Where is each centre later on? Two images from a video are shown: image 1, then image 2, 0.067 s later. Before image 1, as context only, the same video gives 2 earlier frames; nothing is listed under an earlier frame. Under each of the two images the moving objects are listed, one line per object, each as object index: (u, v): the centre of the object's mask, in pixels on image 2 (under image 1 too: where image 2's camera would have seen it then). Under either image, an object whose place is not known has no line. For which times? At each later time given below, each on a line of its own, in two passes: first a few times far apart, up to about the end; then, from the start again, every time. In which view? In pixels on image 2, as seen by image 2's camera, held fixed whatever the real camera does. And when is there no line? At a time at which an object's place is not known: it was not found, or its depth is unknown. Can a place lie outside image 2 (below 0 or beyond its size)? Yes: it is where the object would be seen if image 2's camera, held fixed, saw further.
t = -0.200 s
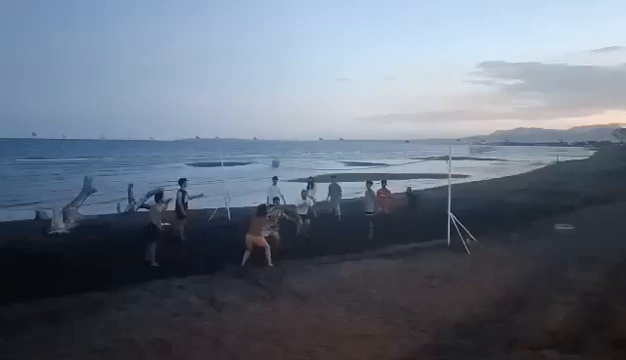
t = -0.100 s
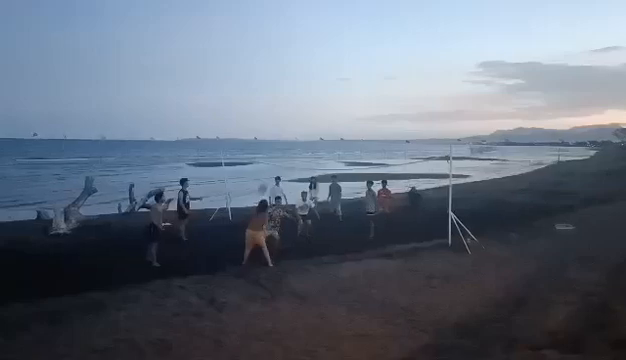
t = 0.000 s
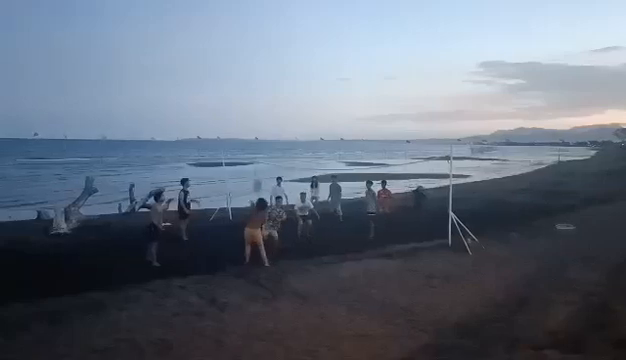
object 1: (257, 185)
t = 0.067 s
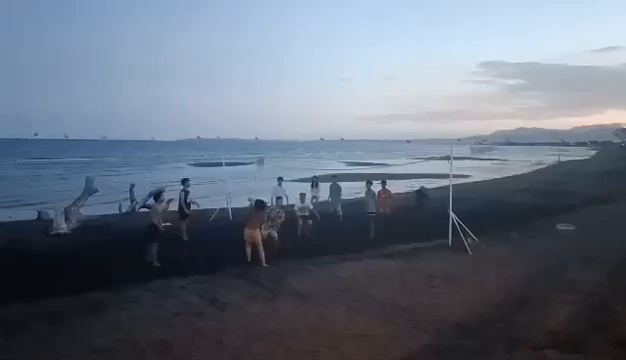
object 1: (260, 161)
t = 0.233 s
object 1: (268, 110)
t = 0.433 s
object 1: (279, 65)
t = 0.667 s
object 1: (291, 37)
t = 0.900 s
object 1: (304, 34)
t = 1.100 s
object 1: (314, 53)
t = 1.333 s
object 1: (328, 97)
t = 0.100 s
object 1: (261, 151)
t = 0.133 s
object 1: (263, 139)
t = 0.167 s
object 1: (265, 128)
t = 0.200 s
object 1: (267, 119)
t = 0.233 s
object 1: (268, 110)
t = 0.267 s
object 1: (270, 101)
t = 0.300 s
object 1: (272, 93)
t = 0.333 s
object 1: (274, 85)
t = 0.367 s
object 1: (275, 78)
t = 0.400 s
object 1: (277, 72)
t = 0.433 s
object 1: (279, 65)
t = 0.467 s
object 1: (281, 60)
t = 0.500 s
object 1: (282, 55)
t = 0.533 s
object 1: (284, 51)
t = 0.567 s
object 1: (286, 46)
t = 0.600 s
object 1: (288, 42)
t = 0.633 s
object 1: (290, 39)
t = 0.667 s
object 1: (291, 37)
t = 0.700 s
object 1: (293, 35)
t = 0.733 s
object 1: (295, 34)
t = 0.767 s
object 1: (296, 33)
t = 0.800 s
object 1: (298, 32)
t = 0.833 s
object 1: (300, 33)
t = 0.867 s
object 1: (302, 33)
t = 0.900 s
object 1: (304, 34)
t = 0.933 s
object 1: (305, 36)
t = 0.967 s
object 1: (307, 38)
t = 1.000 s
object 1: (309, 41)
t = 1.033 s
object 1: (311, 44)
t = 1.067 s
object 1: (313, 48)
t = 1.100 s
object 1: (314, 53)
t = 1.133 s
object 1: (317, 58)
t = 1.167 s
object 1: (319, 63)
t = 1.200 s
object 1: (320, 69)
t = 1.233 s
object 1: (322, 75)
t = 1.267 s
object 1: (324, 82)
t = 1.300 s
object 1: (326, 89)
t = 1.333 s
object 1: (328, 97)
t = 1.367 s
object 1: (330, 105)
